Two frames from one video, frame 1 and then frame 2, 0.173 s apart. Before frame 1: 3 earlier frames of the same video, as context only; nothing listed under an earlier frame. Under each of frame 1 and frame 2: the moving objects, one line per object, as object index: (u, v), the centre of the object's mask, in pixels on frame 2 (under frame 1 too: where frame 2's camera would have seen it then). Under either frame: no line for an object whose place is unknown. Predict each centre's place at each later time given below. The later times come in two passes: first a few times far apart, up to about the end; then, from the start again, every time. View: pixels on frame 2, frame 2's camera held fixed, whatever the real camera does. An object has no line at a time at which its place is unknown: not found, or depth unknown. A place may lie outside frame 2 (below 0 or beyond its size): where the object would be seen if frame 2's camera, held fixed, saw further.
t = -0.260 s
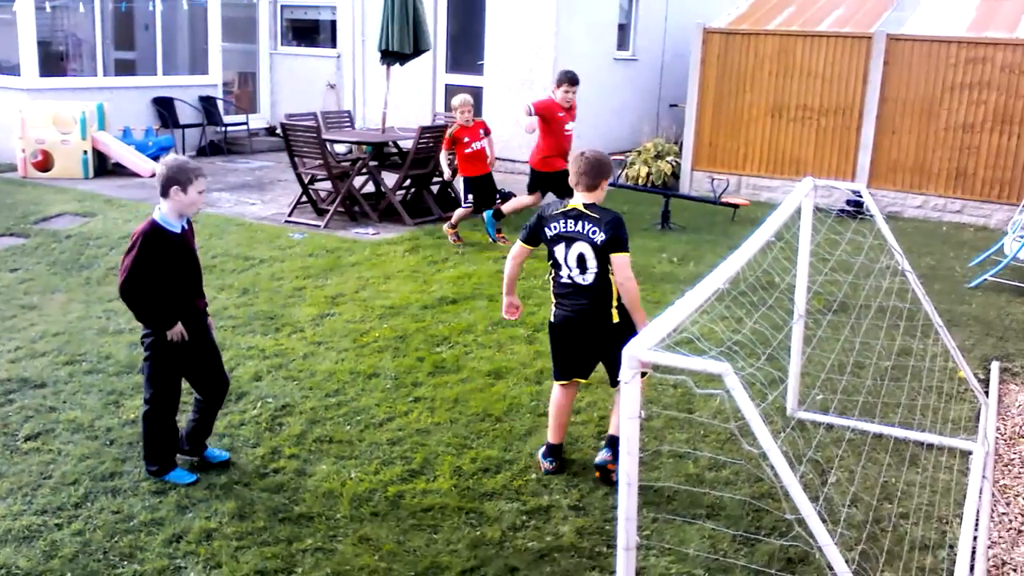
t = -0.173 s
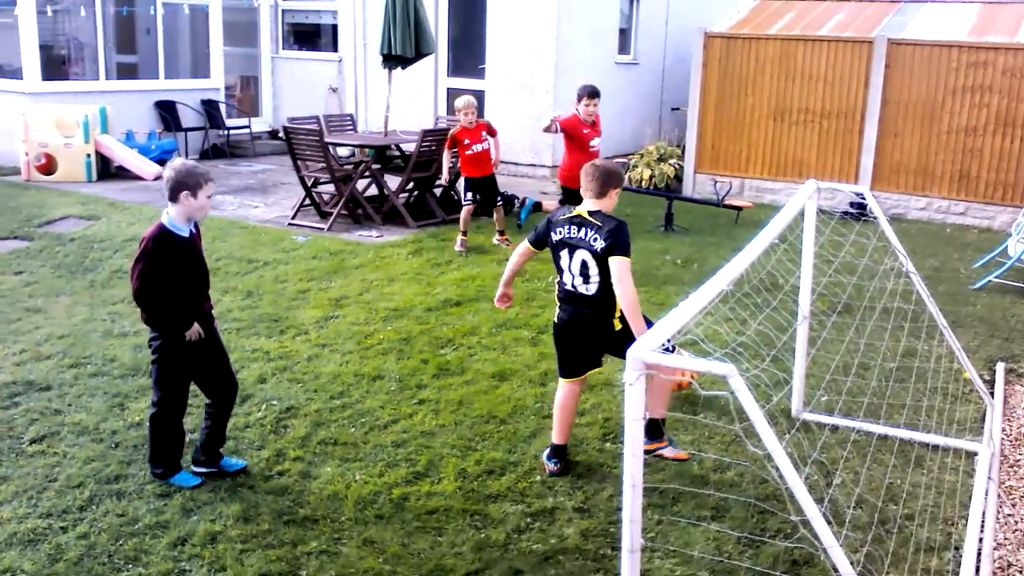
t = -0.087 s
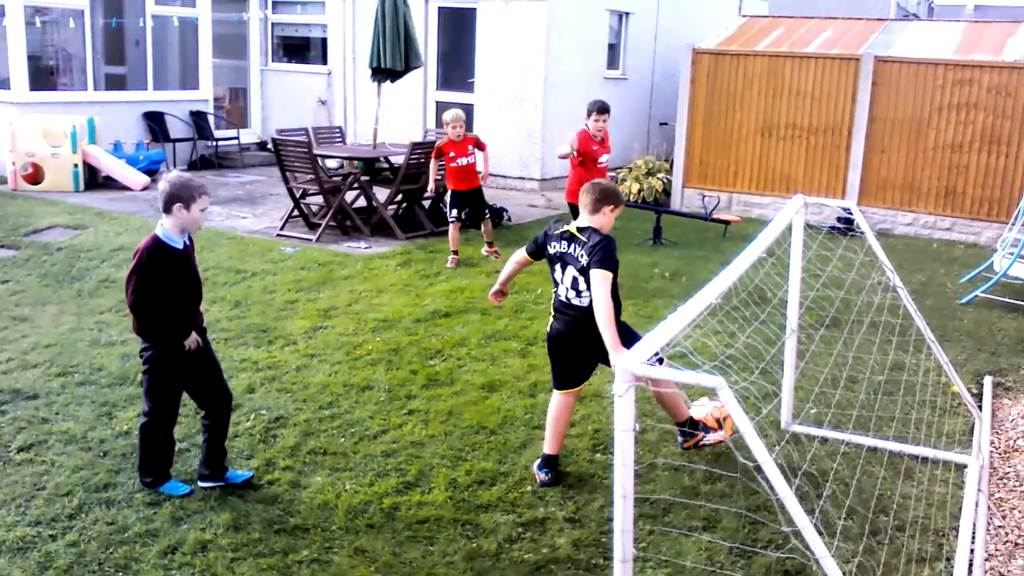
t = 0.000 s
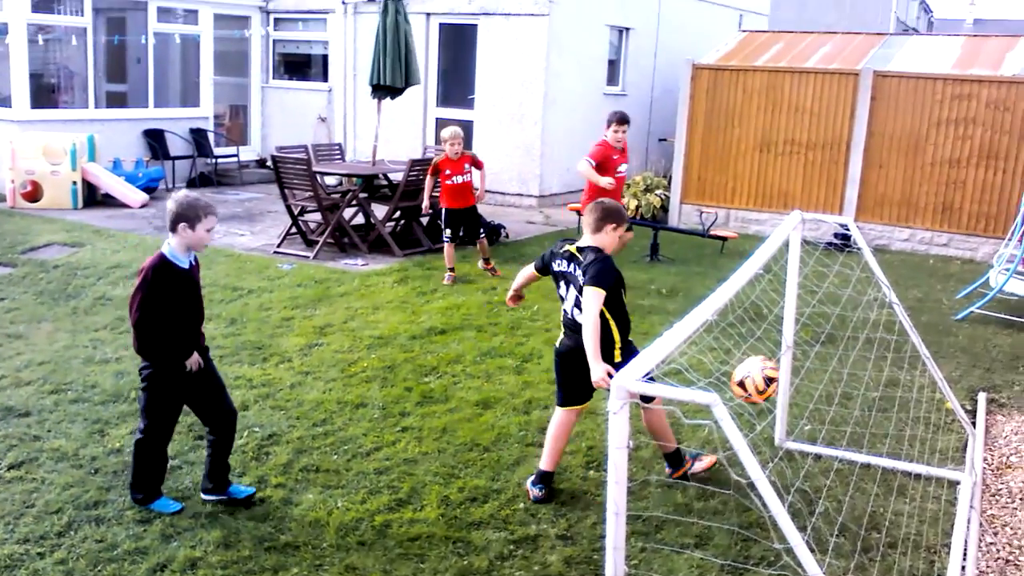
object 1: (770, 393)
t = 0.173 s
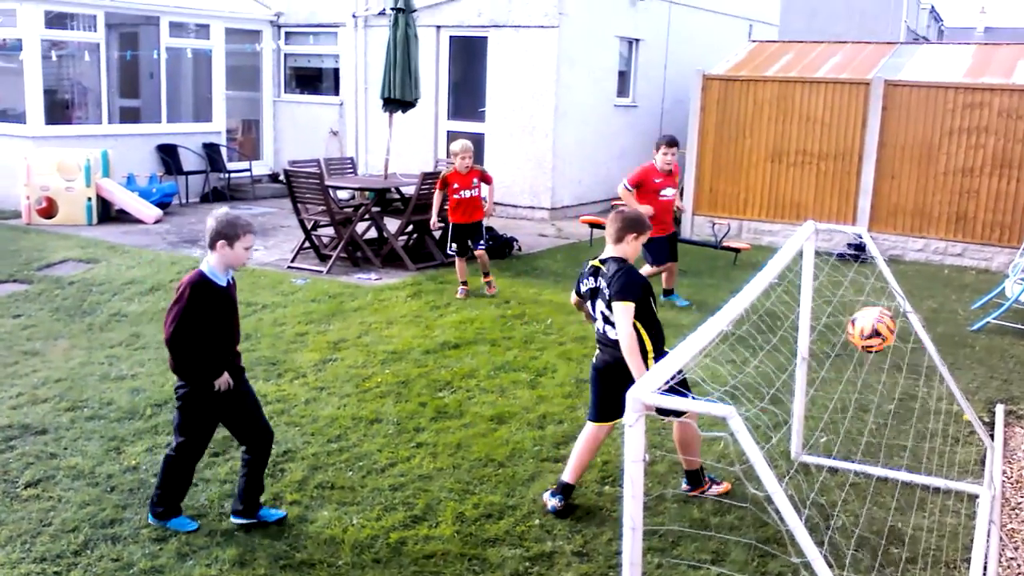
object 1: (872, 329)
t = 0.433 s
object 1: (894, 390)
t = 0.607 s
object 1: (878, 467)
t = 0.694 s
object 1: (871, 471)
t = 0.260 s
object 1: (900, 334)
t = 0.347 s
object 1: (901, 355)
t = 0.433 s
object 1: (894, 390)
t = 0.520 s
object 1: (886, 439)
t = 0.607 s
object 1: (878, 467)
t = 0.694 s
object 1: (871, 471)
